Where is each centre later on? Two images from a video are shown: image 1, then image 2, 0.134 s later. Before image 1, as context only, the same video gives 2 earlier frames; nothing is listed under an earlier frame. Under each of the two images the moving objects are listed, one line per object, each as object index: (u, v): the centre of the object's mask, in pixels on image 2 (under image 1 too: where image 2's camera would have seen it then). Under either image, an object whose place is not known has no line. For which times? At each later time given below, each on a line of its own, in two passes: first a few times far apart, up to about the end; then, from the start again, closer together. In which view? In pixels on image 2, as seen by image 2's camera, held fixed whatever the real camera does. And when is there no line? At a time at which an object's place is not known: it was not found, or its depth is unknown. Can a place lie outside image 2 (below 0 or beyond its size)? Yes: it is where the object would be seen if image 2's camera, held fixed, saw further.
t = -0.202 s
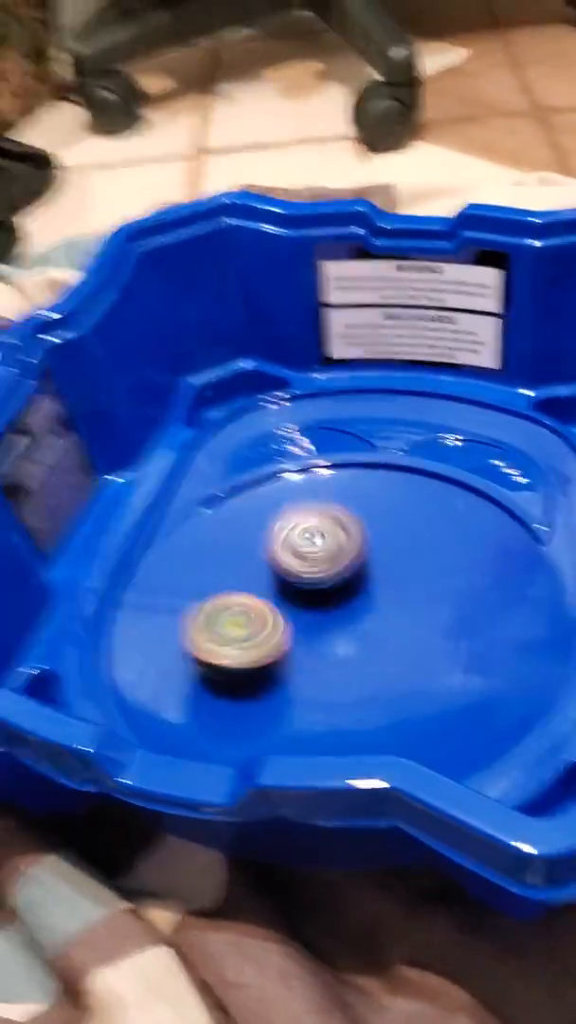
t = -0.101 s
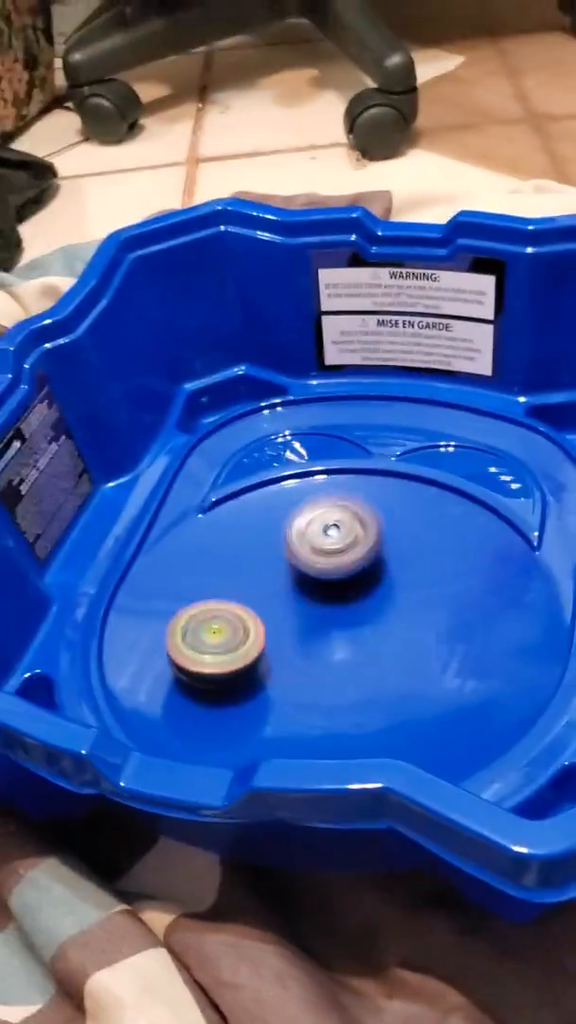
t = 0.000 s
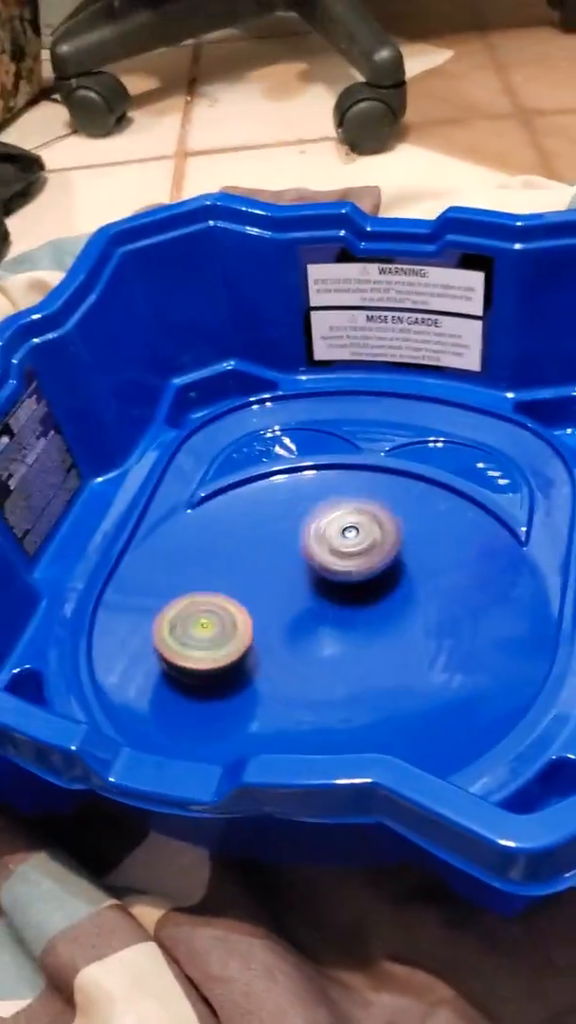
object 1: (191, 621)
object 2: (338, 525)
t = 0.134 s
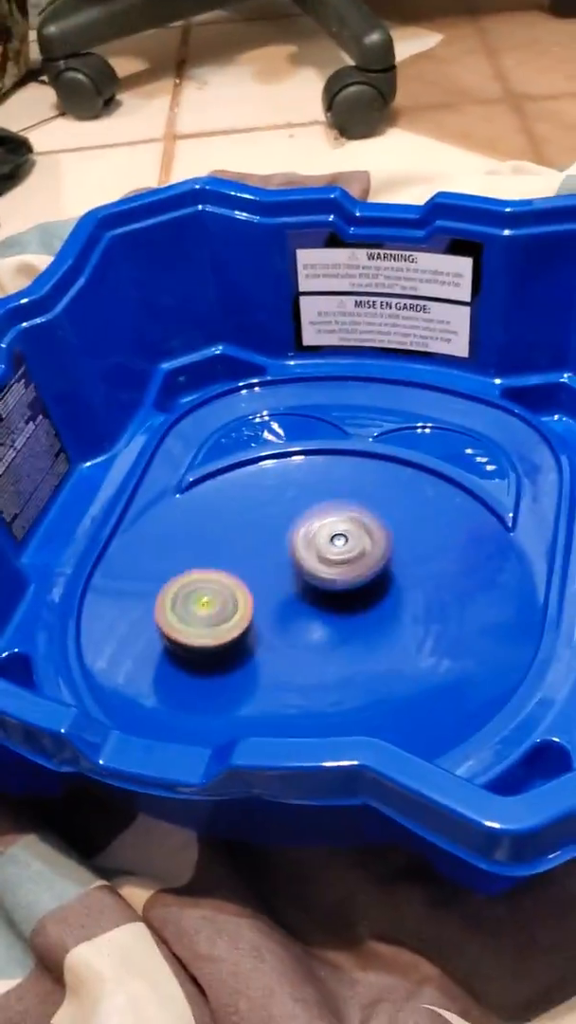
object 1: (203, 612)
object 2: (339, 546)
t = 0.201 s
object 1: (216, 606)
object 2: (331, 552)
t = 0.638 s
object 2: (467, 604)
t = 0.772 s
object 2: (386, 646)
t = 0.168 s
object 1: (209, 609)
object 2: (336, 550)
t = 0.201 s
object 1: (216, 606)
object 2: (331, 552)
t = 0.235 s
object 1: (223, 602)
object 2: (327, 554)
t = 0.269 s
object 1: (228, 599)
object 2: (323, 555)
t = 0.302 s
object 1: (191, 609)
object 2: (345, 540)
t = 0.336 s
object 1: (155, 620)
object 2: (367, 528)
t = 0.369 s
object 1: (133, 632)
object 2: (388, 519)
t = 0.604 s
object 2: (475, 588)
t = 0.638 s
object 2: (467, 604)
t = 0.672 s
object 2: (451, 620)
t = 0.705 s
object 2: (432, 632)
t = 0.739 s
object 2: (409, 640)
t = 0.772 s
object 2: (386, 646)
